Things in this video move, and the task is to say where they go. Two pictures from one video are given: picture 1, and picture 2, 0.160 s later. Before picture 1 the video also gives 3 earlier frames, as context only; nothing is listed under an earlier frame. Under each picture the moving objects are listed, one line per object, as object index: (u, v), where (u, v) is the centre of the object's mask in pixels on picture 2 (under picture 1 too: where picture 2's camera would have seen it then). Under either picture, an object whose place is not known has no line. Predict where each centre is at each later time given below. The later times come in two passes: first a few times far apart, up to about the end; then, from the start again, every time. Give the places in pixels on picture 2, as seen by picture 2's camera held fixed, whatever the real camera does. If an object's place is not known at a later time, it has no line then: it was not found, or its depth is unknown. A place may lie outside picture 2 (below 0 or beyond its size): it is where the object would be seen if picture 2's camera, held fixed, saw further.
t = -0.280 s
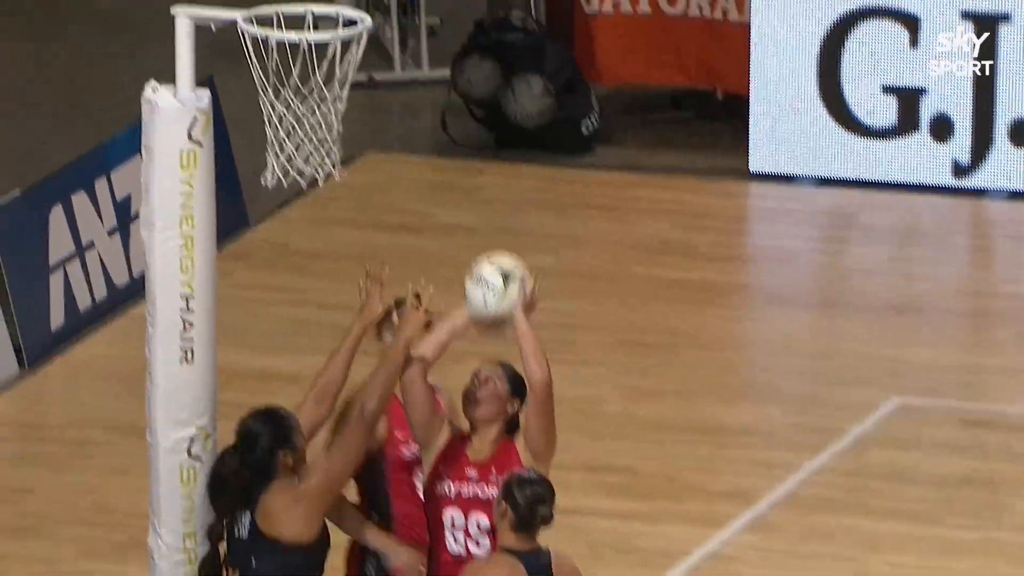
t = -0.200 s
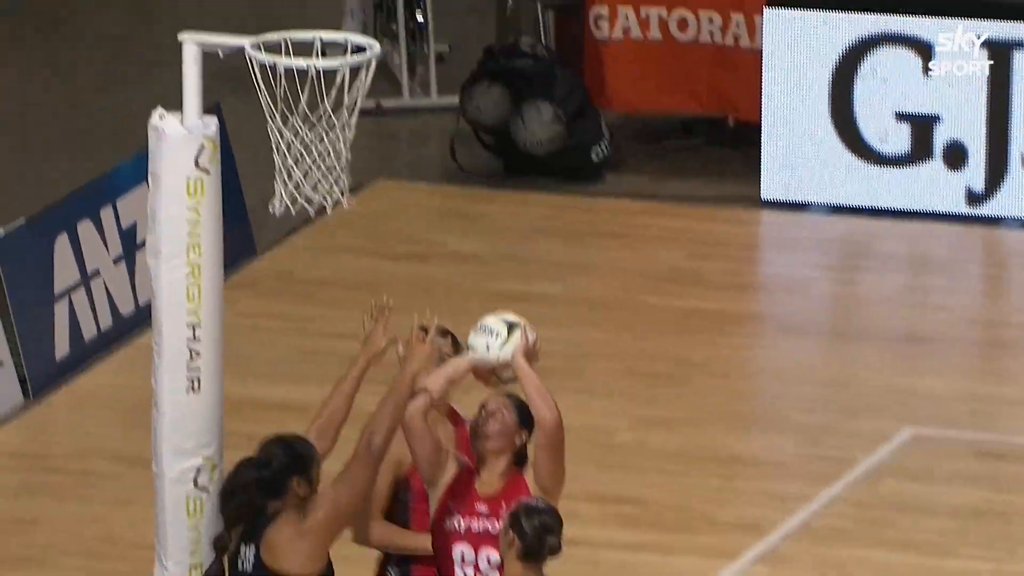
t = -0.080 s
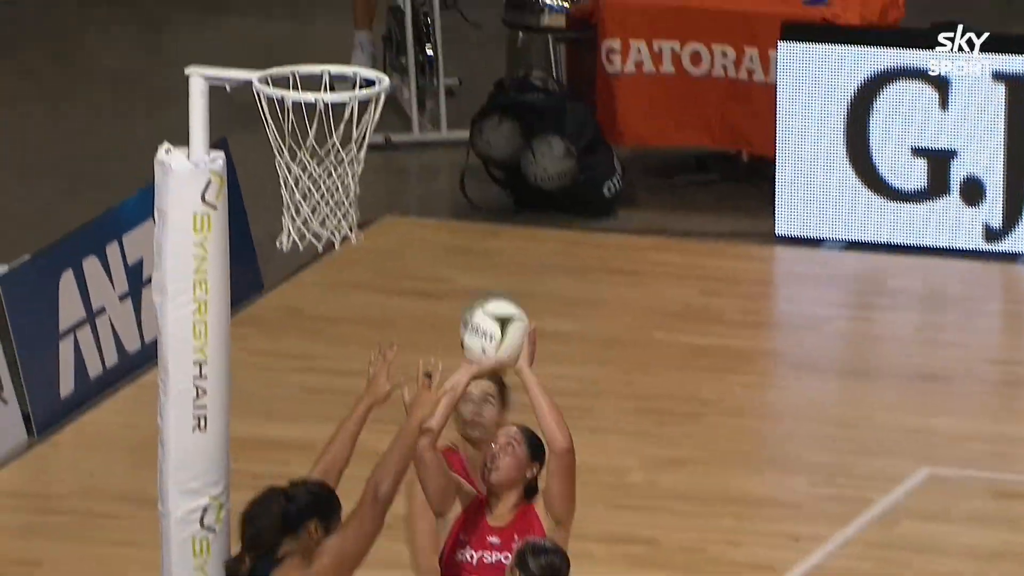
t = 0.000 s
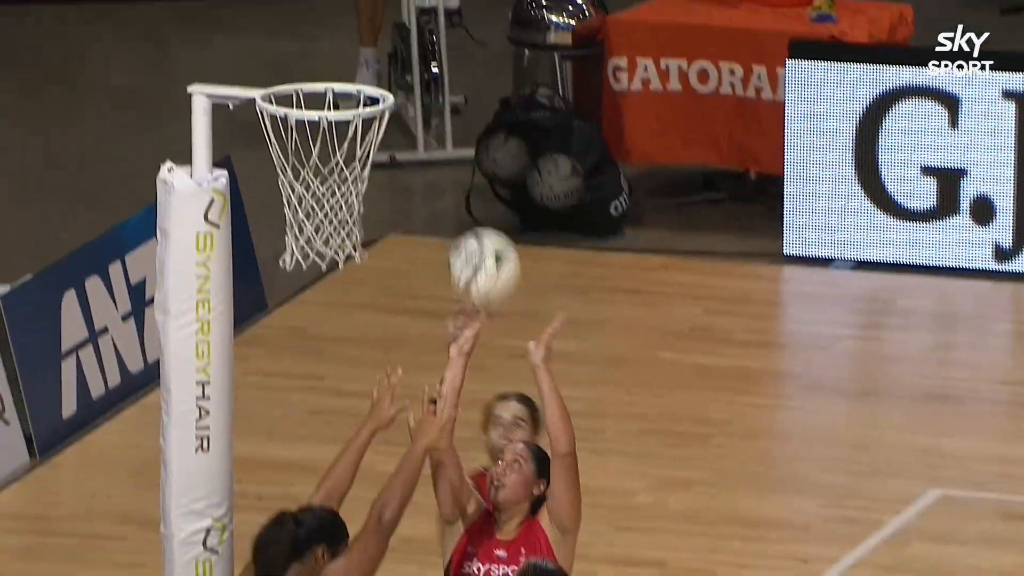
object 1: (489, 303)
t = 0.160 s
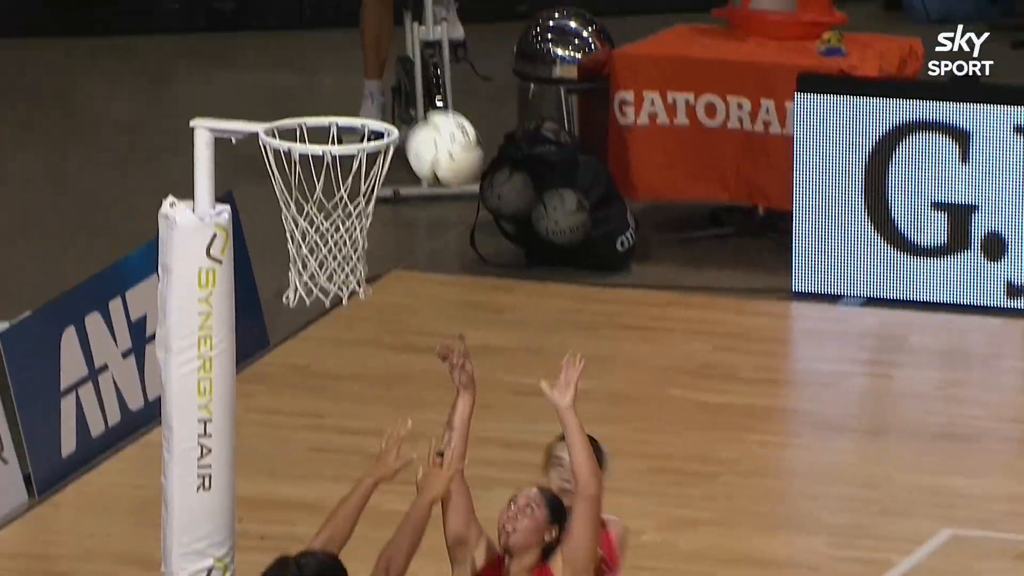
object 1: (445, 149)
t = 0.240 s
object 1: (421, 101)
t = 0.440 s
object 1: (364, 68)
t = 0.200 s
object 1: (433, 122)
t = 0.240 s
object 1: (421, 101)
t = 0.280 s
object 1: (409, 85)
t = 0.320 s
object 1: (398, 73)
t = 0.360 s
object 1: (386, 66)
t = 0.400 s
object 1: (375, 64)
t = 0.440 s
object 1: (364, 68)
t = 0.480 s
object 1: (353, 77)
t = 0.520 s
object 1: (343, 88)
